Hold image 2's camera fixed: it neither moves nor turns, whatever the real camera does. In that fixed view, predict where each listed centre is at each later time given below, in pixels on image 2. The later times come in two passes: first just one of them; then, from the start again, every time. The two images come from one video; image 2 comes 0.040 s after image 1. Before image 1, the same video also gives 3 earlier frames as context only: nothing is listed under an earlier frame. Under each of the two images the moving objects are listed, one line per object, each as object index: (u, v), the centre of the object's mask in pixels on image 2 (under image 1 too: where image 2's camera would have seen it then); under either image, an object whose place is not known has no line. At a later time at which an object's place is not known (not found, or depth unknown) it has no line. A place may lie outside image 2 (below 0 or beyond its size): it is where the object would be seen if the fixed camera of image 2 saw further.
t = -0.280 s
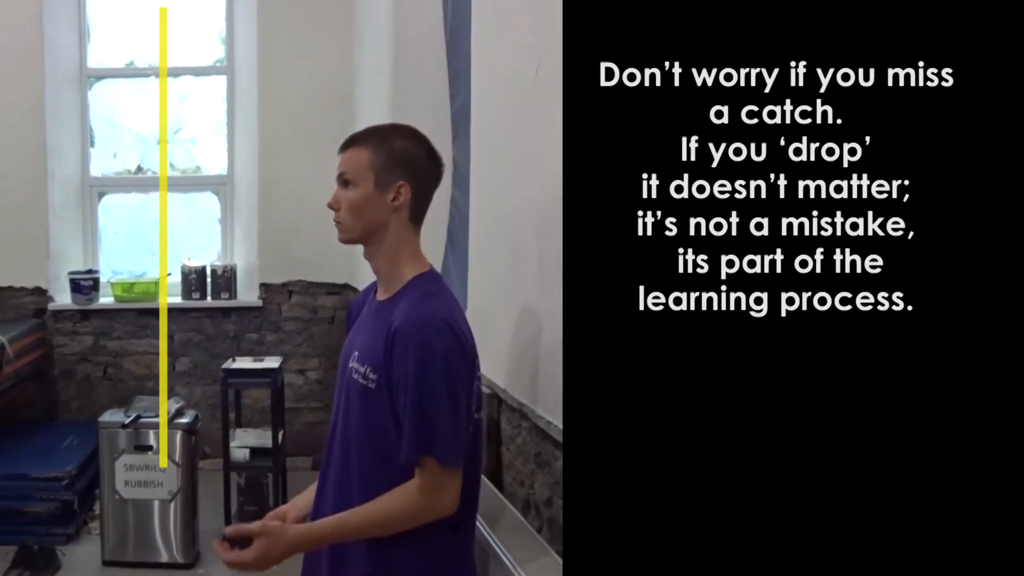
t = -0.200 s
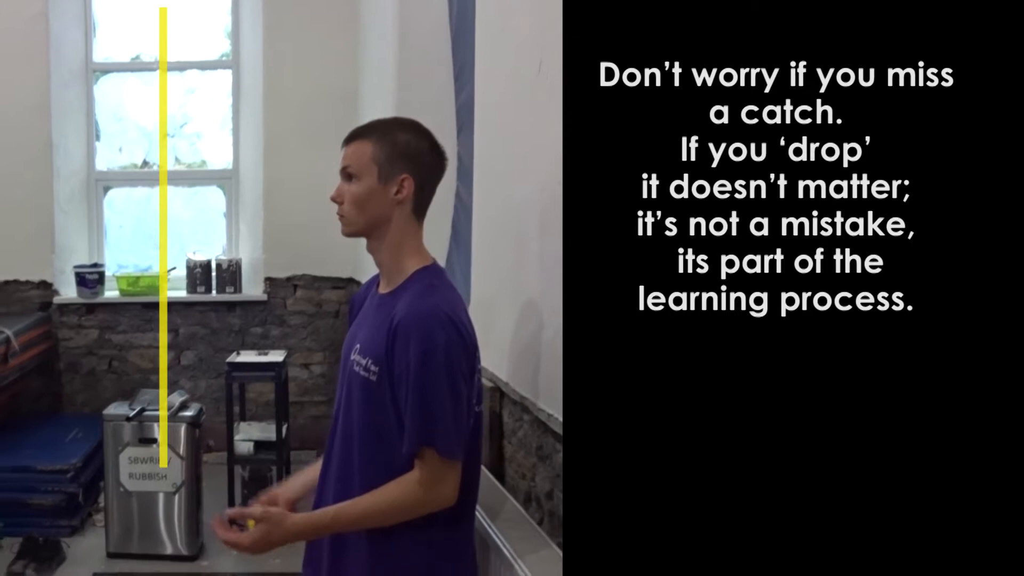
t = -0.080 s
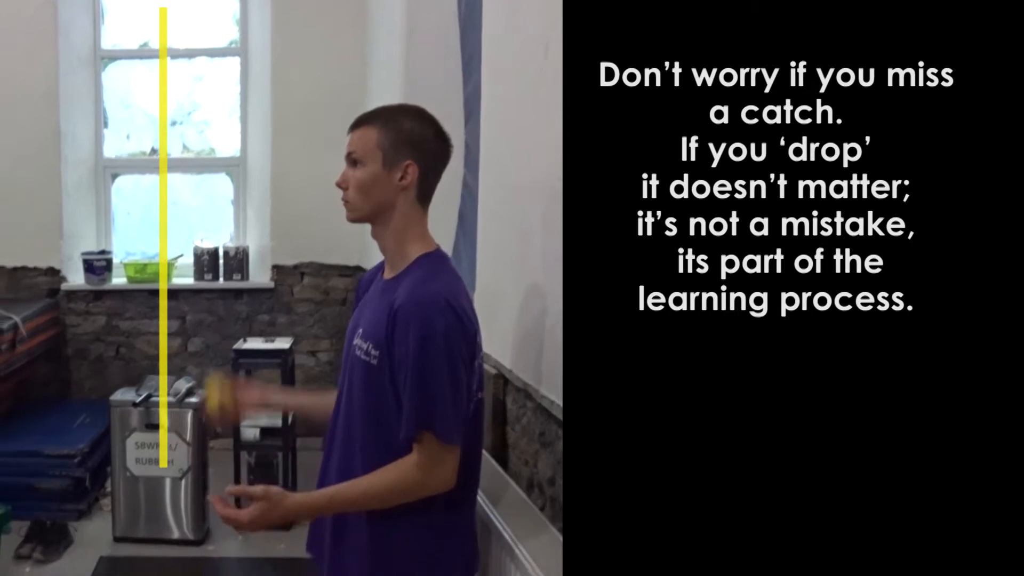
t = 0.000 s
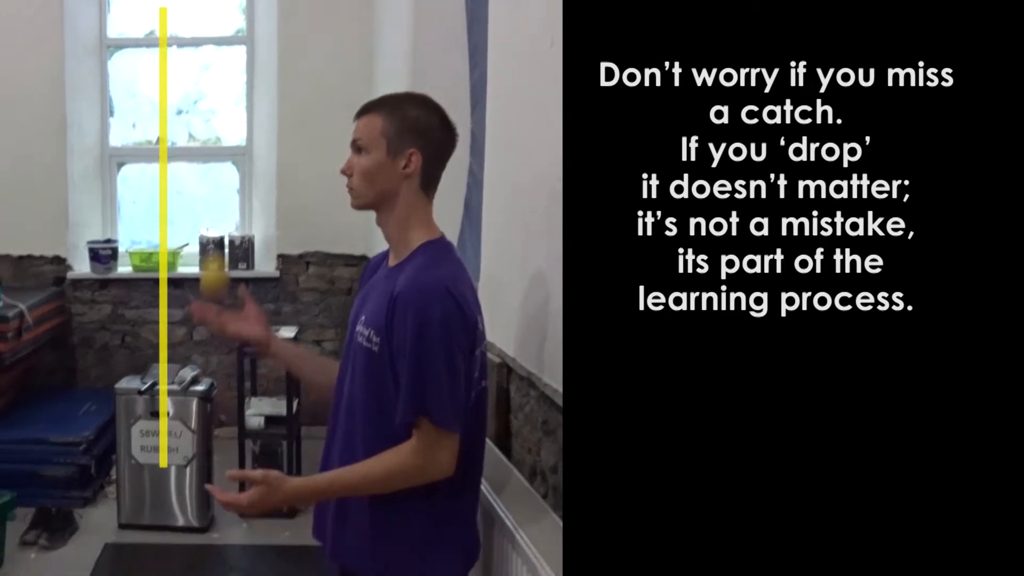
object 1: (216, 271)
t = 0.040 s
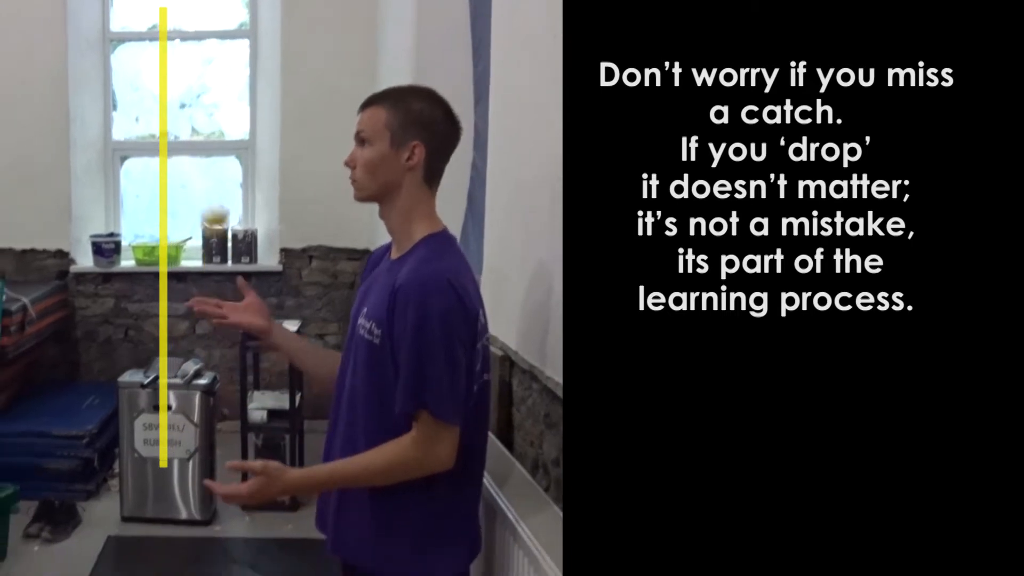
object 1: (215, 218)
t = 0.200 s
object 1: (205, 78)
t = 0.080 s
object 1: (213, 173)
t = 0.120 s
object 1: (211, 138)
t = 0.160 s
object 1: (208, 103)
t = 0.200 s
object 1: (205, 78)
